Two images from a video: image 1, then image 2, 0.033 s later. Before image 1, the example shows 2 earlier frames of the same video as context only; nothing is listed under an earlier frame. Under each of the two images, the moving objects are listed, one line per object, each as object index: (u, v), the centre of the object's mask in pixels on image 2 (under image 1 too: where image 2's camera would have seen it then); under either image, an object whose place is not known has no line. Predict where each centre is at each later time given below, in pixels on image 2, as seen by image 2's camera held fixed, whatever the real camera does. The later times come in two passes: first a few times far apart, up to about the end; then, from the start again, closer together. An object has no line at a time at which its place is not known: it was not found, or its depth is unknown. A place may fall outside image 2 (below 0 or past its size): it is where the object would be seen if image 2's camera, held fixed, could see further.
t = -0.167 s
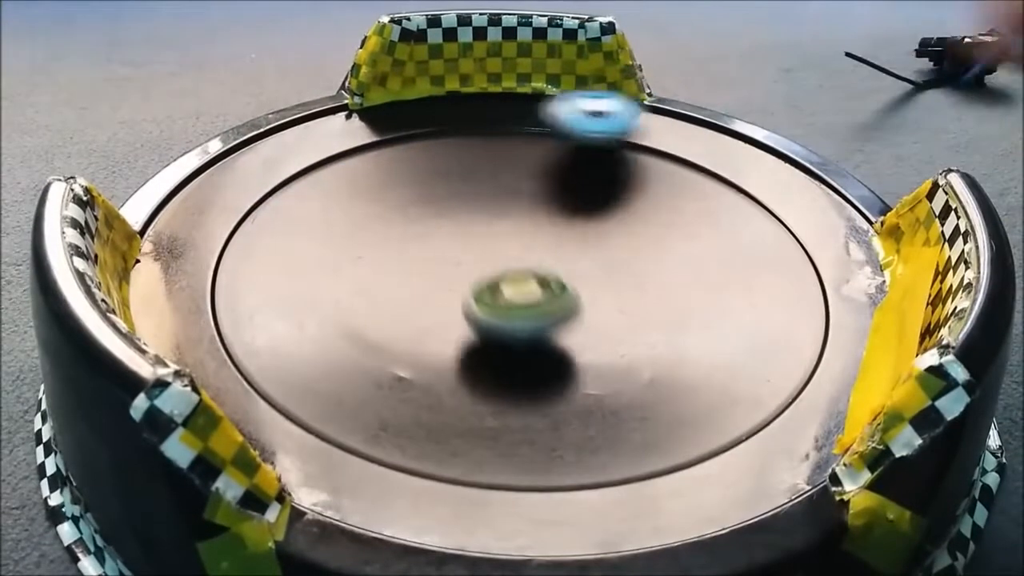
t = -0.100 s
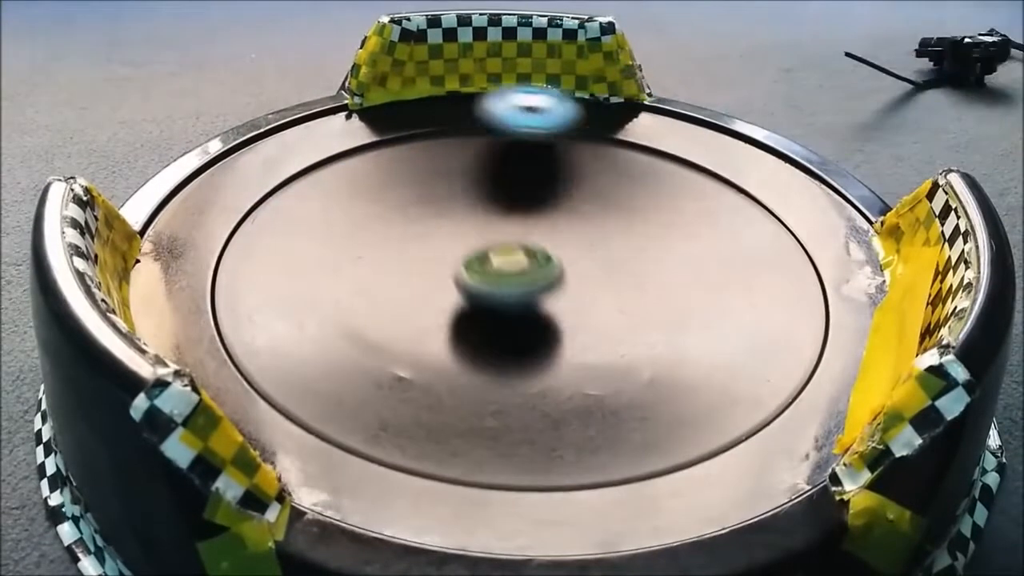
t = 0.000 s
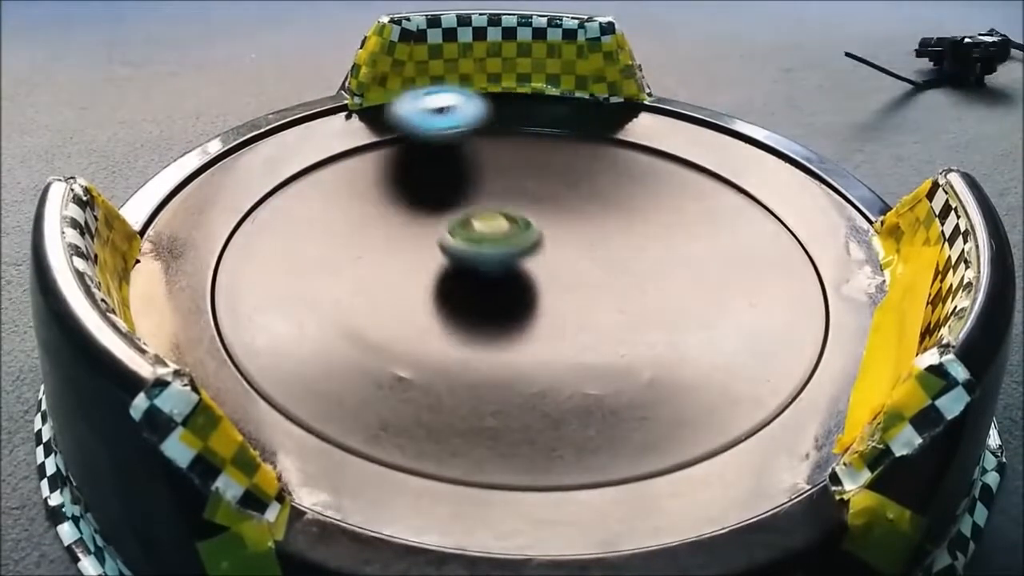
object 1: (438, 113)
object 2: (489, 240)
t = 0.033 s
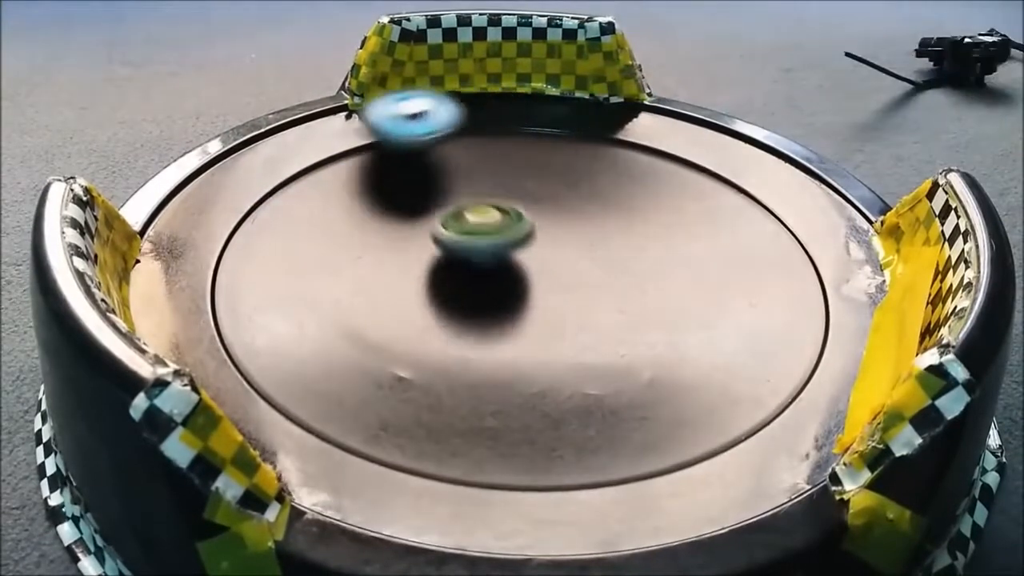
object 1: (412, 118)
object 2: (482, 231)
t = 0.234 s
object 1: (316, 230)
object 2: (431, 229)
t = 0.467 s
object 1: (678, 371)
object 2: (414, 320)
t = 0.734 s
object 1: (767, 162)
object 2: (606, 357)
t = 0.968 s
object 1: (558, 125)
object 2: (617, 251)
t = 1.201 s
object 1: (369, 261)
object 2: (459, 194)
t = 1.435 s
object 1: (635, 421)
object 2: (305, 266)
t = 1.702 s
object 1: (778, 224)
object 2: (647, 423)
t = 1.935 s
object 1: (538, 138)
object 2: (763, 195)
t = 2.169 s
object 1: (286, 217)
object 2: (369, 135)
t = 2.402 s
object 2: (308, 318)
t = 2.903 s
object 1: (433, 151)
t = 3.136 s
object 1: (232, 232)
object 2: (438, 118)
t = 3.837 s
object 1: (589, 135)
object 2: (712, 144)
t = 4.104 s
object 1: (332, 116)
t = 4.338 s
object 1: (291, 254)
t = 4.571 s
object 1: (606, 331)
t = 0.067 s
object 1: (389, 126)
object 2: (473, 225)
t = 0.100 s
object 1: (367, 139)
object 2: (466, 221)
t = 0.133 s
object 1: (346, 154)
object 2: (457, 219)
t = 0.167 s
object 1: (329, 174)
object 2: (448, 220)
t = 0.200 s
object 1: (318, 201)
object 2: (439, 223)
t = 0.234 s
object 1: (316, 230)
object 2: (431, 229)
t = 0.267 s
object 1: (331, 265)
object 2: (426, 237)
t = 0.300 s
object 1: (364, 299)
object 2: (423, 243)
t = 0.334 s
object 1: (401, 325)
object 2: (413, 254)
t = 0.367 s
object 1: (455, 354)
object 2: (406, 272)
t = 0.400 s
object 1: (530, 373)
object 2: (405, 290)
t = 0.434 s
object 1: (606, 377)
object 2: (407, 305)
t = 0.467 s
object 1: (678, 371)
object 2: (414, 320)
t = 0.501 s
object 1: (744, 358)
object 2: (426, 335)
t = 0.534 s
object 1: (806, 337)
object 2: (445, 348)
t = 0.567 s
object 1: (833, 301)
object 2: (469, 359)
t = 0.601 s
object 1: (850, 275)
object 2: (496, 366)
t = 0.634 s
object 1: (850, 246)
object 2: (526, 370)
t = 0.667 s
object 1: (837, 213)
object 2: (554, 370)
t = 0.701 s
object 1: (801, 186)
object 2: (581, 366)
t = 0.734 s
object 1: (767, 162)
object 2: (606, 357)
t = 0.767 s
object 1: (735, 140)
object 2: (625, 345)
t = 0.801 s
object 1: (706, 121)
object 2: (640, 331)
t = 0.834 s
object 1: (678, 107)
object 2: (647, 314)
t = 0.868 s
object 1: (649, 95)
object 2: (646, 299)
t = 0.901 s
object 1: (622, 96)
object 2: (641, 282)
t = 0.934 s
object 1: (592, 112)
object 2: (631, 267)
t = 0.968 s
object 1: (558, 125)
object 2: (617, 251)
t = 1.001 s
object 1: (524, 137)
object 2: (599, 237)
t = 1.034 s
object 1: (489, 151)
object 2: (579, 223)
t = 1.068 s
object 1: (457, 167)
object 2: (558, 214)
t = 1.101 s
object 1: (426, 186)
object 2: (534, 205)
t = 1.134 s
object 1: (401, 208)
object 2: (510, 199)
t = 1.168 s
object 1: (381, 232)
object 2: (484, 196)
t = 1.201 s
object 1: (369, 261)
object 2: (459, 194)
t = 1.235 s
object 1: (369, 293)
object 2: (436, 194)
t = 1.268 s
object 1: (382, 322)
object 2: (406, 197)
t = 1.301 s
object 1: (407, 353)
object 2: (378, 205)
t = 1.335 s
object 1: (452, 380)
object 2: (352, 215)
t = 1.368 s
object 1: (509, 403)
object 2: (330, 229)
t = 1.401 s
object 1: (571, 418)
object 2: (315, 245)
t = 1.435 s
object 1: (635, 421)
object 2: (305, 266)
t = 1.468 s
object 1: (696, 410)
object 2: (303, 291)
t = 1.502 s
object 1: (741, 391)
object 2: (313, 317)
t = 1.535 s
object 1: (780, 365)
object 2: (339, 349)
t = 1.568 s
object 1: (802, 334)
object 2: (374, 377)
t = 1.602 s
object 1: (808, 304)
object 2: (430, 402)
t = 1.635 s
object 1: (804, 273)
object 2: (495, 424)
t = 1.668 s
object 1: (796, 248)
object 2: (569, 430)
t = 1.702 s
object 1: (778, 224)
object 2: (647, 423)
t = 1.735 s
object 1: (753, 202)
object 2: (715, 407)
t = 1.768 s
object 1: (725, 185)
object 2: (765, 378)
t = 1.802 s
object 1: (694, 172)
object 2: (806, 343)
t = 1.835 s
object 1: (655, 157)
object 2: (820, 308)
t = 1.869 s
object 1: (616, 148)
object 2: (820, 279)
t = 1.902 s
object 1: (578, 141)
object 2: (797, 236)
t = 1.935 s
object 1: (538, 138)
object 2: (763, 195)
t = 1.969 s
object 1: (496, 137)
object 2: (725, 167)
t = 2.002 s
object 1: (454, 141)
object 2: (657, 136)
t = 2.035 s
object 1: (414, 149)
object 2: (604, 122)
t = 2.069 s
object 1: (375, 163)
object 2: (555, 115)
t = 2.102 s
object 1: (341, 177)
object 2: (483, 113)
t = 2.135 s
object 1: (310, 195)
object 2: (421, 118)
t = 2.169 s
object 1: (286, 217)
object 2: (369, 135)
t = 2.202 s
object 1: (266, 246)
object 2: (305, 165)
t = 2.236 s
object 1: (253, 274)
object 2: (259, 195)
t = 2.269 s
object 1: (258, 323)
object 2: (235, 232)
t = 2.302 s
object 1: (297, 384)
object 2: (234, 256)
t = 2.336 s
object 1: (373, 443)
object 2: (253, 277)
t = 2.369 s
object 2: (273, 299)
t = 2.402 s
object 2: (308, 318)
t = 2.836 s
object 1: (507, 159)
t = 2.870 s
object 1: (471, 153)
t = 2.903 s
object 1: (433, 151)
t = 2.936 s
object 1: (400, 153)
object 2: (684, 141)
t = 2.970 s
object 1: (365, 158)
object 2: (640, 131)
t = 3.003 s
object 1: (329, 168)
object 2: (601, 125)
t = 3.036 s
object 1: (298, 180)
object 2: (566, 121)
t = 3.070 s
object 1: (269, 195)
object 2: (525, 120)
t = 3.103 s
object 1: (247, 212)
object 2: (480, 116)
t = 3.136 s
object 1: (232, 232)
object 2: (438, 118)
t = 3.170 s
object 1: (227, 255)
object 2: (400, 122)
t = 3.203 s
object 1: (229, 280)
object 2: (359, 138)
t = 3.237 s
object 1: (239, 304)
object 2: (318, 155)
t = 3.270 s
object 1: (260, 326)
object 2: (276, 183)
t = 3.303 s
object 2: (251, 211)
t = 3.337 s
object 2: (234, 240)
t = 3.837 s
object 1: (589, 135)
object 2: (712, 144)
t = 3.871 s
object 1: (551, 121)
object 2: (686, 126)
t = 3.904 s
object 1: (512, 107)
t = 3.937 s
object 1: (475, 101)
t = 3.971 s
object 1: (438, 98)
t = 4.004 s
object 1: (403, 100)
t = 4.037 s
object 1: (377, 102)
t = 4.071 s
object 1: (352, 107)
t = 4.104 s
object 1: (332, 116)
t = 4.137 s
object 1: (314, 125)
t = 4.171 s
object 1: (298, 139)
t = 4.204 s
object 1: (284, 150)
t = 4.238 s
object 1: (280, 176)
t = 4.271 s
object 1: (277, 200)
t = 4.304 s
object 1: (281, 226)
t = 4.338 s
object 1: (291, 254)
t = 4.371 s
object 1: (314, 283)
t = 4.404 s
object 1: (348, 310)
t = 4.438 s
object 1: (394, 334)
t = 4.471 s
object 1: (445, 350)
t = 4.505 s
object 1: (501, 359)
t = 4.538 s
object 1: (557, 353)
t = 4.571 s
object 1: (606, 331)
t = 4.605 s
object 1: (643, 300)
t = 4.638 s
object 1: (668, 274)
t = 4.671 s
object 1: (692, 248)
